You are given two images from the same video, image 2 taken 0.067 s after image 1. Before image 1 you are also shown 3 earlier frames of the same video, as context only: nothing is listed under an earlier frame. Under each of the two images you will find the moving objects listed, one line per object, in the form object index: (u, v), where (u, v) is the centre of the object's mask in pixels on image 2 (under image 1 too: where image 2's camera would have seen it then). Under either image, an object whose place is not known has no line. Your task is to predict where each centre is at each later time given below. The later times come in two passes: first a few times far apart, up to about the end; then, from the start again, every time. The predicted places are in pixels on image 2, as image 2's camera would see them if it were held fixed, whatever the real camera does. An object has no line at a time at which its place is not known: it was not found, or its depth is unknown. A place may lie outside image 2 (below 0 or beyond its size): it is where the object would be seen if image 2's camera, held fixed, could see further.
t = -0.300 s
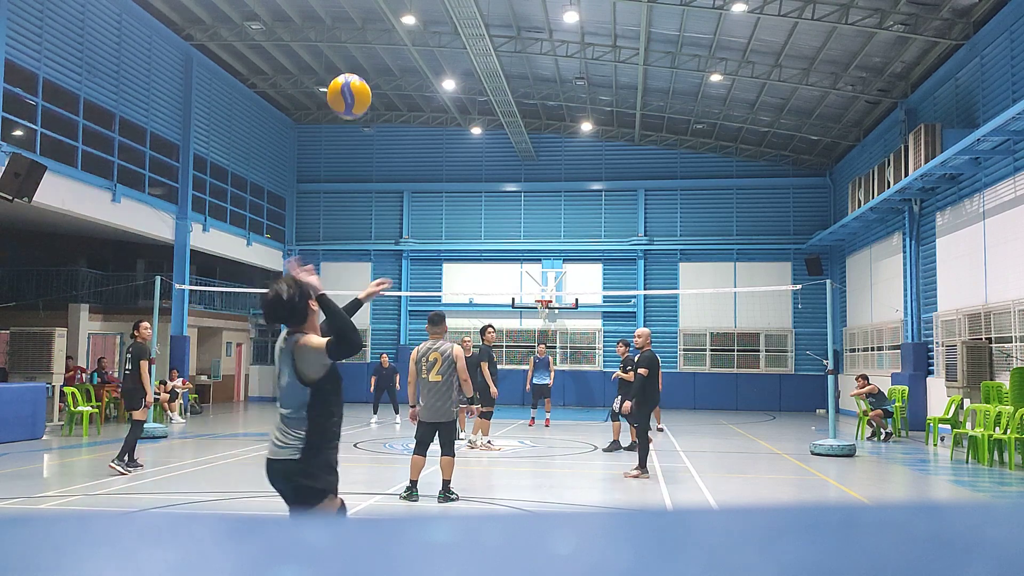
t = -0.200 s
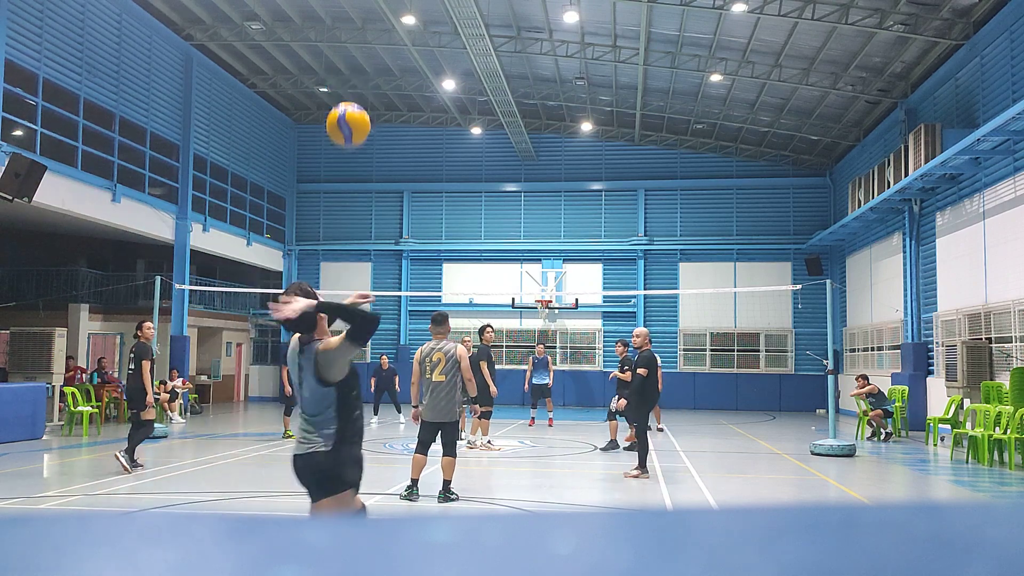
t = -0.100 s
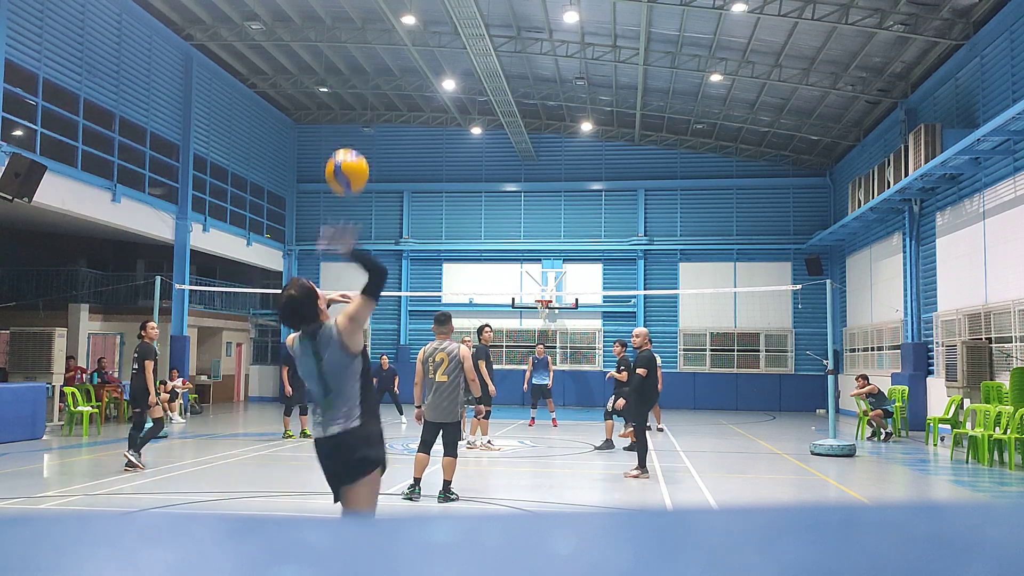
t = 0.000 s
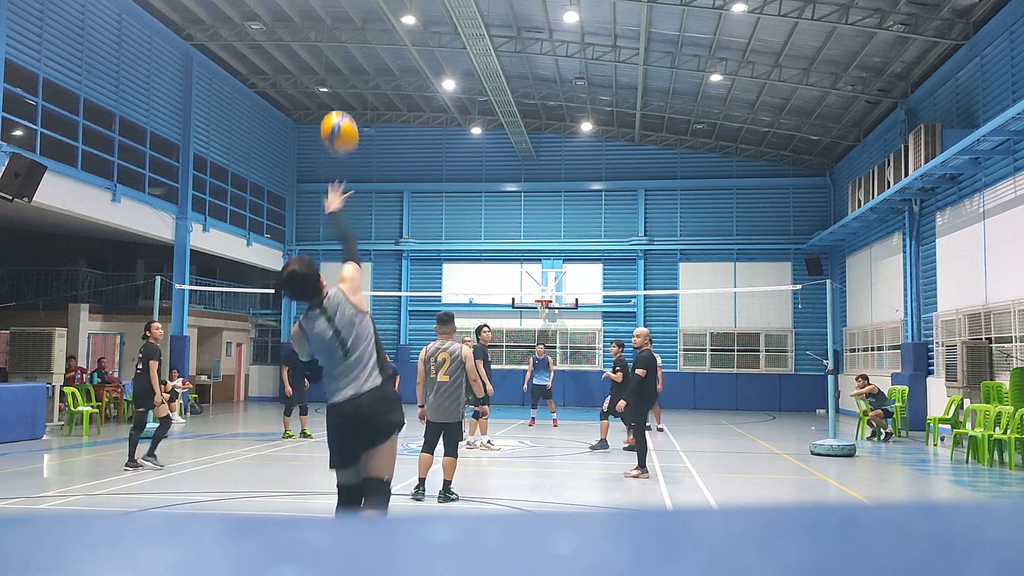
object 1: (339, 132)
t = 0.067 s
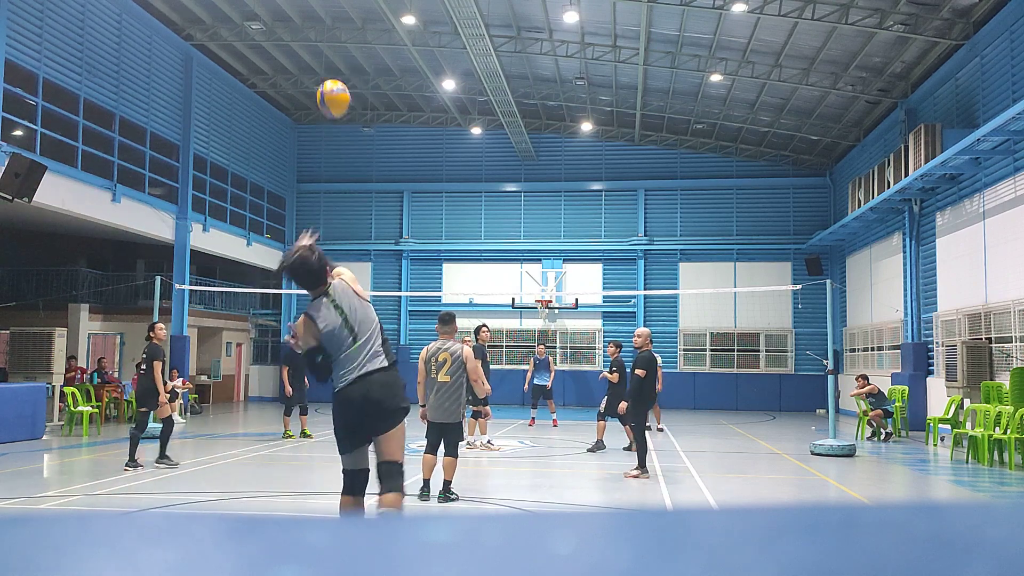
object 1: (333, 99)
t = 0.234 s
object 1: (325, 67)
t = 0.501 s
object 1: (309, 92)
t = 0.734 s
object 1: (299, 147)
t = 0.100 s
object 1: (331, 86)
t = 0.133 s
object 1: (329, 78)
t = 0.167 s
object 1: (328, 72)
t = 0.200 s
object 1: (326, 69)
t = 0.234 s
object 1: (325, 67)
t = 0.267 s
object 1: (323, 67)
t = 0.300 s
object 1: (321, 68)
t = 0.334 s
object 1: (319, 70)
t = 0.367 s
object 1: (317, 73)
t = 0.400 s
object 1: (315, 76)
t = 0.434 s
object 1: (313, 81)
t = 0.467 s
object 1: (310, 86)
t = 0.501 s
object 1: (309, 92)
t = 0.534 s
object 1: (307, 98)
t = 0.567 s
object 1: (306, 105)
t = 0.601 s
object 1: (304, 112)
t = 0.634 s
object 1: (303, 120)
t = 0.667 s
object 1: (302, 129)
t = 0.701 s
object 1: (300, 138)
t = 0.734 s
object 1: (299, 147)
